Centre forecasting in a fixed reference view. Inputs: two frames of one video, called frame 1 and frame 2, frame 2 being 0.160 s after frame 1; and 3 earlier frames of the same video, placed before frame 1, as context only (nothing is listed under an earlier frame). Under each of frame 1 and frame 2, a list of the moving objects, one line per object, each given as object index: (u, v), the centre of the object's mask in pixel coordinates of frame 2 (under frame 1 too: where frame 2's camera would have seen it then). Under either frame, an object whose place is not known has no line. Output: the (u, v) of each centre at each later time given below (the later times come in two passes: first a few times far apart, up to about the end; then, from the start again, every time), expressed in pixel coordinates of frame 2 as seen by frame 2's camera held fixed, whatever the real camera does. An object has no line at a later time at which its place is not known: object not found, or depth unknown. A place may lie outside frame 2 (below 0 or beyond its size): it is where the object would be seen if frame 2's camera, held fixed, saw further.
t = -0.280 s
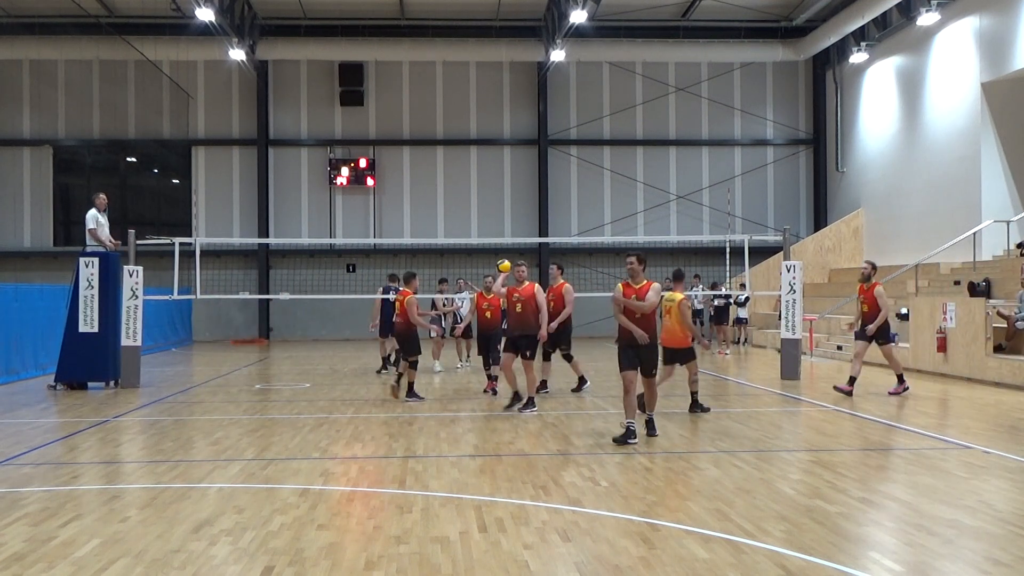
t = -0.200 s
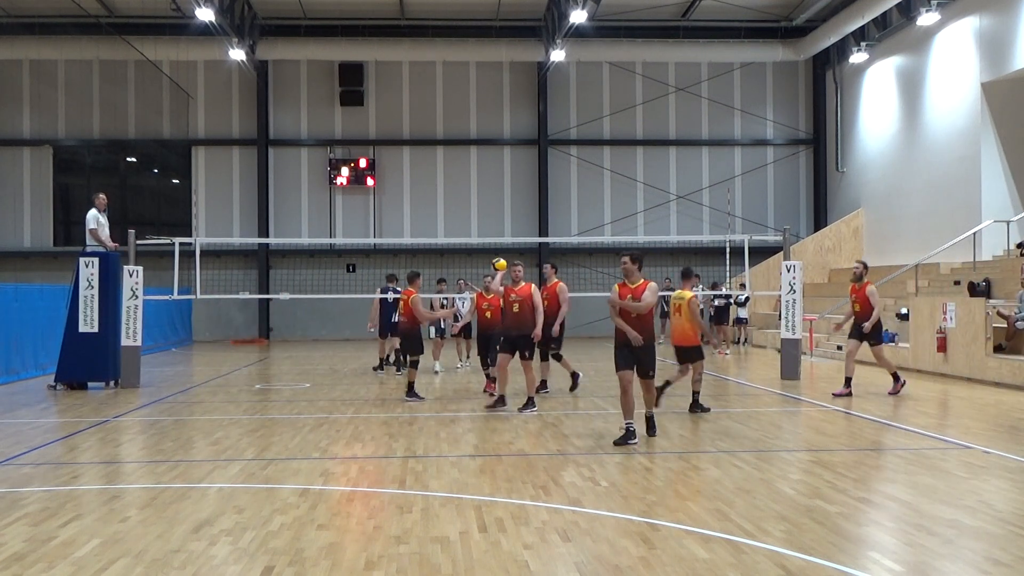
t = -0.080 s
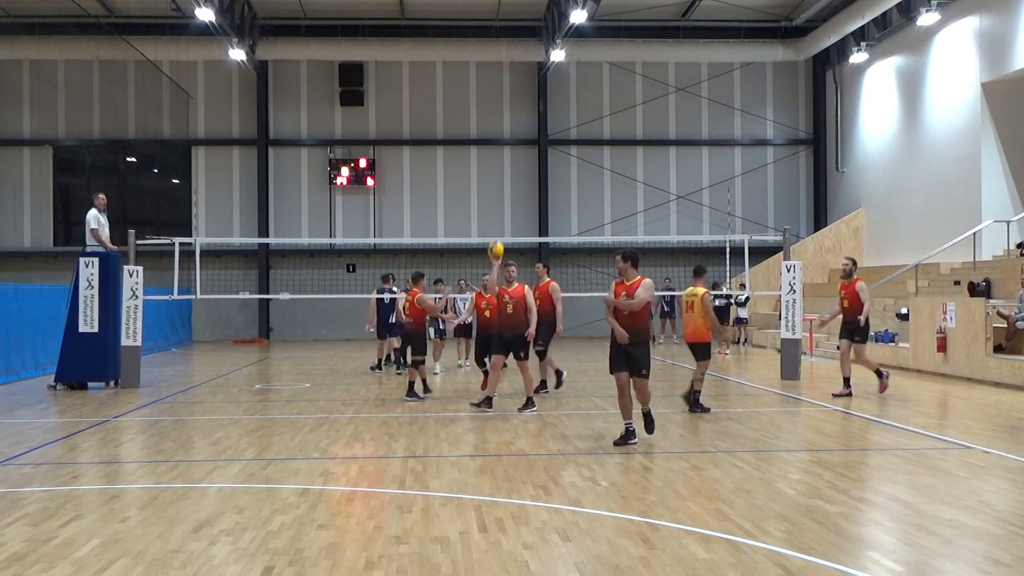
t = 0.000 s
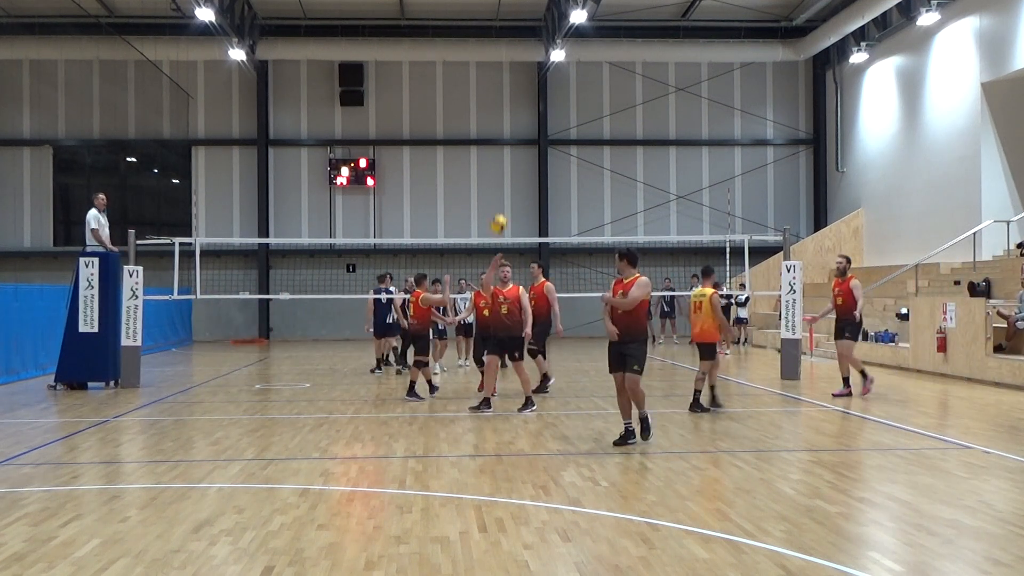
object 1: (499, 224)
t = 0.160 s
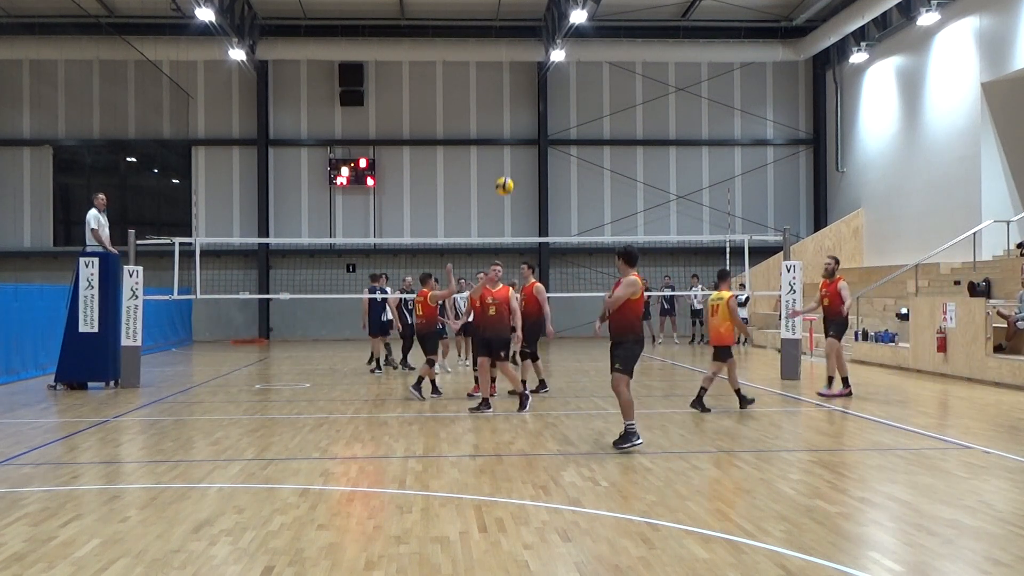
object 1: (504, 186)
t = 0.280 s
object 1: (510, 170)
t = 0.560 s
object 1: (523, 175)
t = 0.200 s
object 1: (506, 179)
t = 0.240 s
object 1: (508, 173)
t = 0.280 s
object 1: (510, 170)
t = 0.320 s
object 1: (511, 166)
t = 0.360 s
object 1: (513, 164)
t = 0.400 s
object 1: (515, 163)
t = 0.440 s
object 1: (517, 164)
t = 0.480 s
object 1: (519, 166)
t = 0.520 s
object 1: (521, 170)
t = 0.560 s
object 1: (523, 175)
